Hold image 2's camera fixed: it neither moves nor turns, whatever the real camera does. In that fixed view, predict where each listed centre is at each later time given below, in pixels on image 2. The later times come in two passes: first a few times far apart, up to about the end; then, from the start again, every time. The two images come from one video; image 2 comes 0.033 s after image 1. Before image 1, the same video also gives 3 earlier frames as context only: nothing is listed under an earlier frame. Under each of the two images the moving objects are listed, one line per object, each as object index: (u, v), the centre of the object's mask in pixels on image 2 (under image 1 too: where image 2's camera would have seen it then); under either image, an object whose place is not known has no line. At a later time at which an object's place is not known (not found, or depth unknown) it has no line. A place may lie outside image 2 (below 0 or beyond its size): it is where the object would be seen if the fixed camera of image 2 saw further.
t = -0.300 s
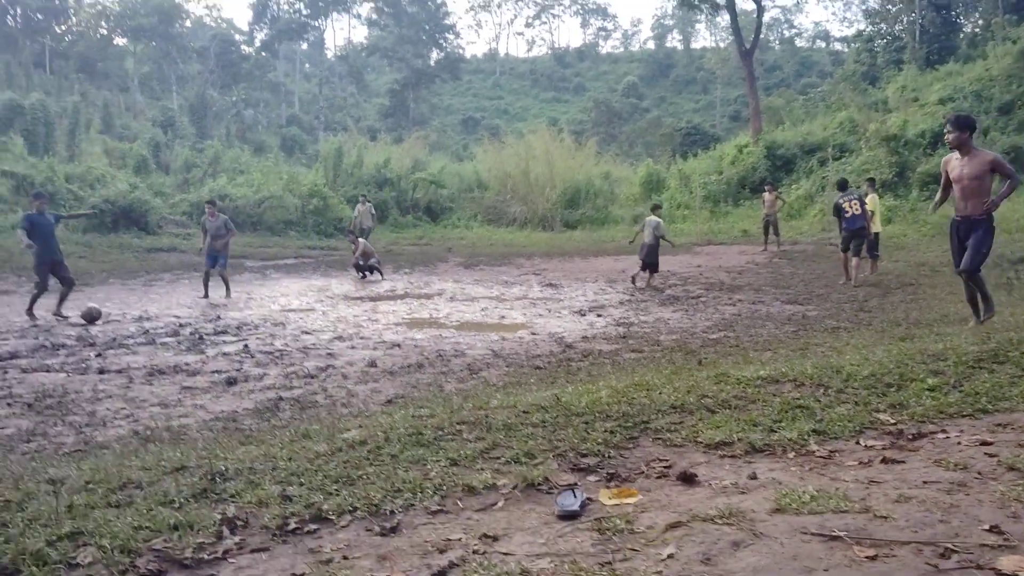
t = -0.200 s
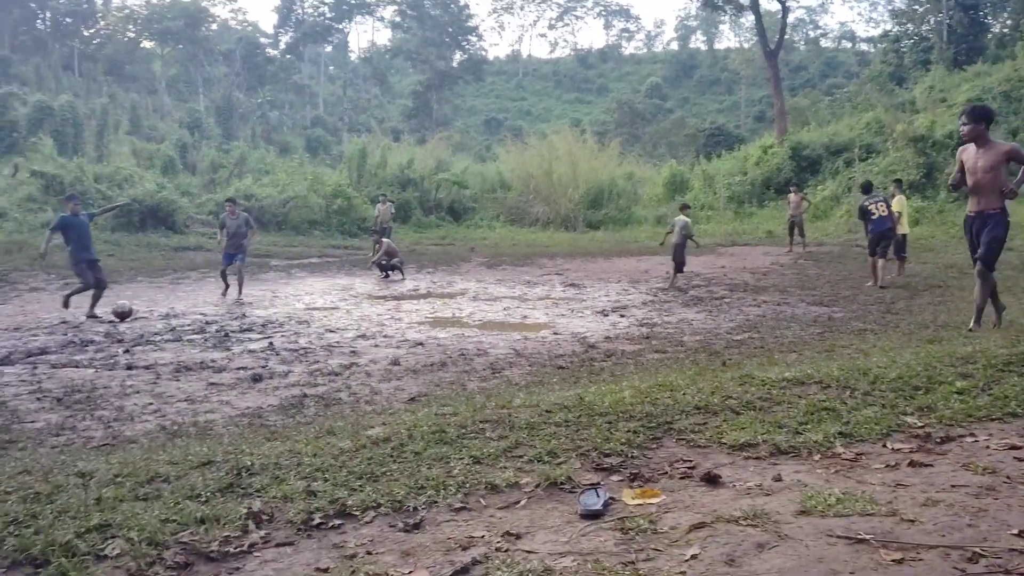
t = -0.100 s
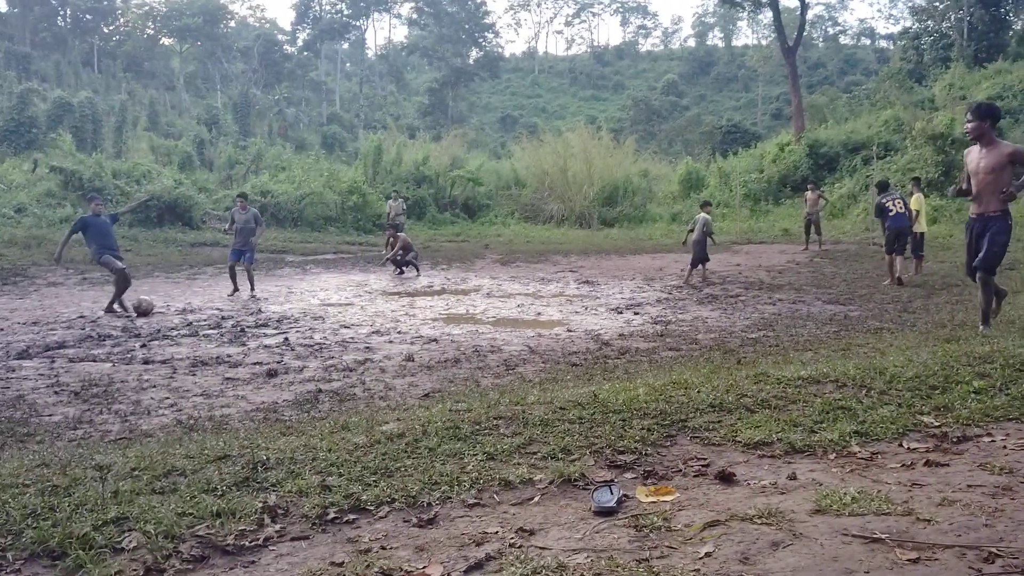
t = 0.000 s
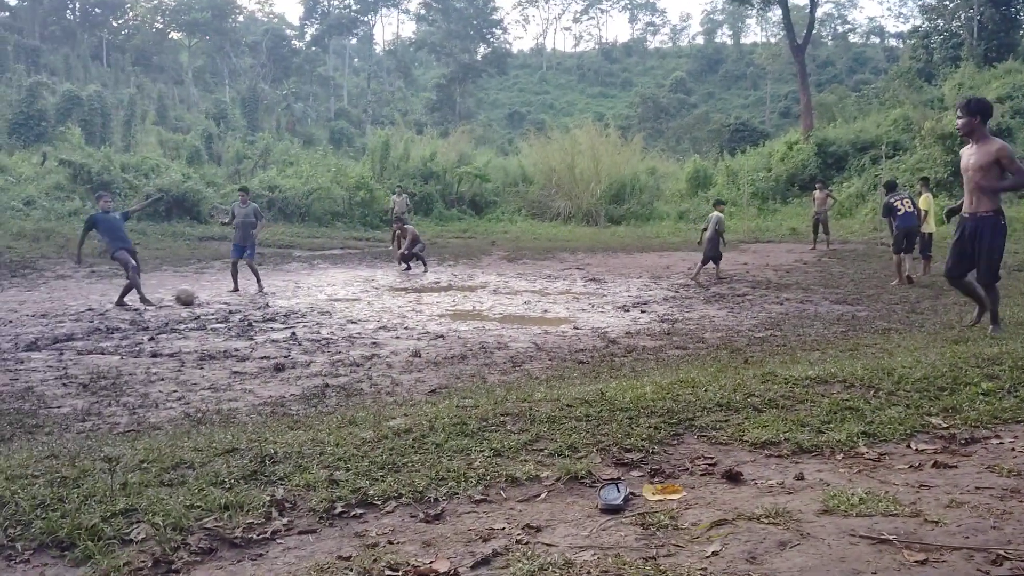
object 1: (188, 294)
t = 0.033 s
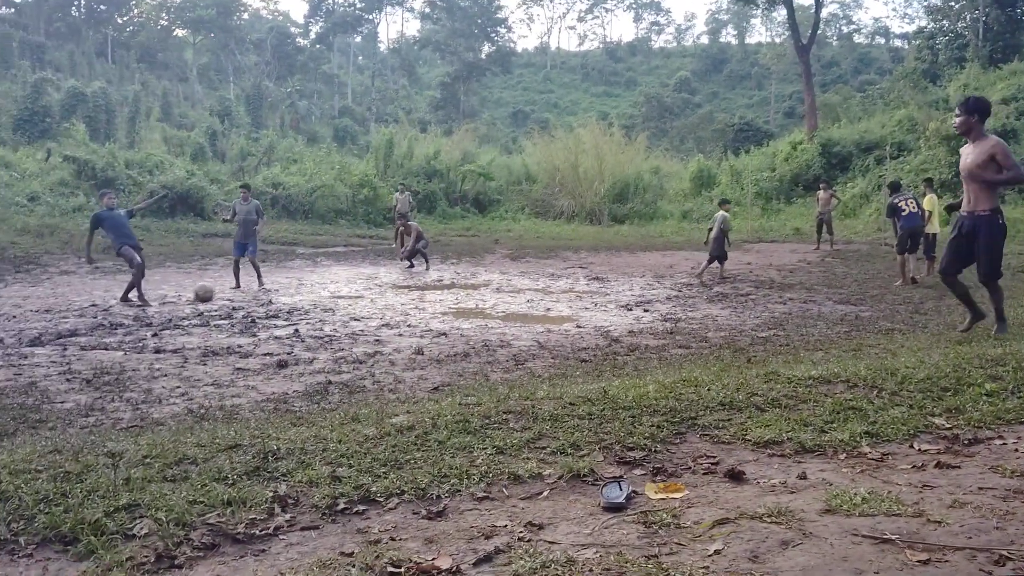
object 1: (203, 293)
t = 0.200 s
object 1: (285, 308)
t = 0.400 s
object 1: (386, 307)
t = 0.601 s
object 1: (490, 321)
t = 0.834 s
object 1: (601, 316)
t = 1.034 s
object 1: (697, 321)
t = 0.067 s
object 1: (219, 293)
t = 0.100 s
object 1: (235, 295)
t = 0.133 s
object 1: (253, 298)
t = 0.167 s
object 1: (269, 302)
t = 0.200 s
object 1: (285, 308)
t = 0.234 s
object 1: (305, 314)
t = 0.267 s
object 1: (321, 311)
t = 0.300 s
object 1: (336, 308)
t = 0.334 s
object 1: (352, 307)
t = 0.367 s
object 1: (369, 306)
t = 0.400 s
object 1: (386, 307)
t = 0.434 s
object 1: (403, 309)
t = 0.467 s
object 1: (421, 311)
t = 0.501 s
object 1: (439, 316)
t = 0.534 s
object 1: (457, 321)
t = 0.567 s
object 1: (476, 326)
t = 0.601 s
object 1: (490, 321)
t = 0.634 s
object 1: (505, 317)
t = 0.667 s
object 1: (520, 314)
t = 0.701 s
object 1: (536, 311)
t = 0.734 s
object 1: (551, 310)
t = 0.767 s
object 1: (568, 311)
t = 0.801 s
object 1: (584, 314)
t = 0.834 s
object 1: (601, 316)
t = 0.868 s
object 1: (618, 321)
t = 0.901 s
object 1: (636, 327)
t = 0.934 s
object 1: (654, 334)
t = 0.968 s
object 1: (667, 328)
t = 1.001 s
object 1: (681, 324)
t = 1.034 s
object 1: (697, 321)
